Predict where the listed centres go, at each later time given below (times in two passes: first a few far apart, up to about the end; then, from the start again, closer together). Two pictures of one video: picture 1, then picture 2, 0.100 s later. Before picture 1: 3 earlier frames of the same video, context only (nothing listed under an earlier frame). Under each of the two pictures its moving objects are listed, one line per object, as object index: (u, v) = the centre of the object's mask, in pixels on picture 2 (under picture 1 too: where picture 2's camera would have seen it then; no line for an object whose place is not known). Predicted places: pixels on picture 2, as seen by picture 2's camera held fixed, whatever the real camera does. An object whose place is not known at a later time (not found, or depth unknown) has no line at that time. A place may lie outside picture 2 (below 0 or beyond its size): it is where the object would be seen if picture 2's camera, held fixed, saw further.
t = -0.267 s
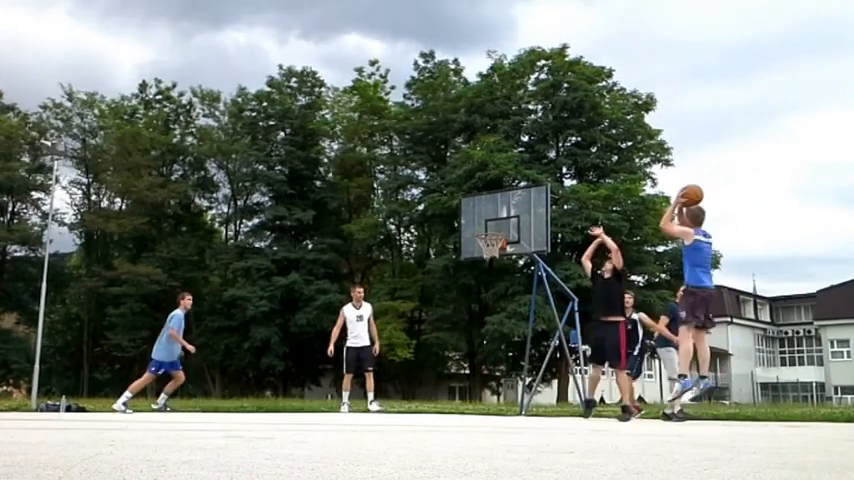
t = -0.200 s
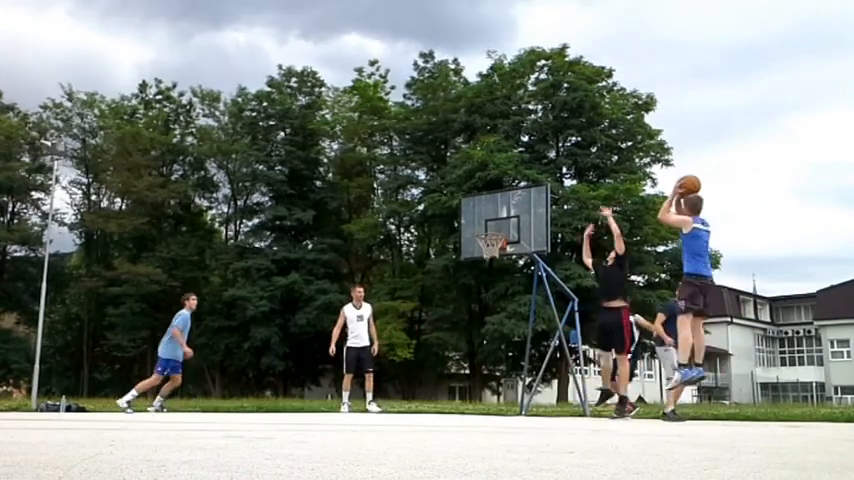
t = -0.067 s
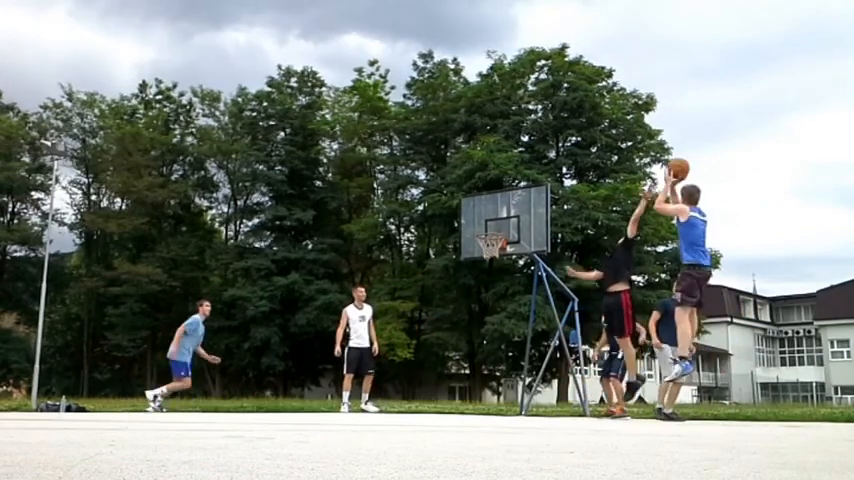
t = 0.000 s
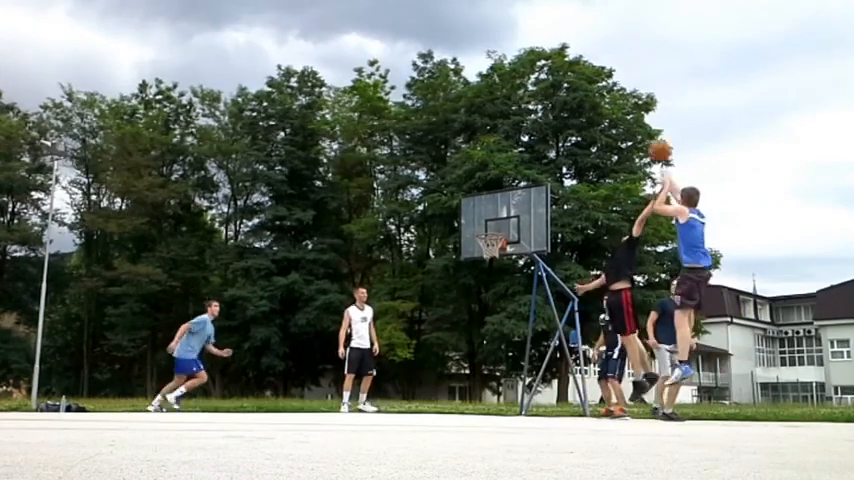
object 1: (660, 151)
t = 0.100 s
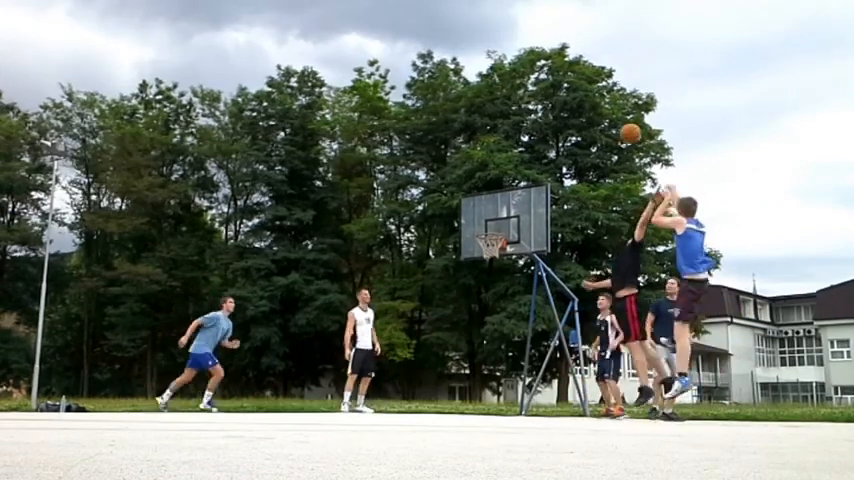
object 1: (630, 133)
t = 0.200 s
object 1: (605, 125)
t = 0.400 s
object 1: (563, 130)
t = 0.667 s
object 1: (520, 173)
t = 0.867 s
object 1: (495, 226)
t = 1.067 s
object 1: (489, 248)
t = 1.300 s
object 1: (492, 251)
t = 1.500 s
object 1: (491, 260)
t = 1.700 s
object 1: (489, 287)
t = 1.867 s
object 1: (488, 327)
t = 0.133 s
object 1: (622, 129)
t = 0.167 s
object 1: (612, 127)
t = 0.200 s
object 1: (605, 125)
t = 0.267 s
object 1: (590, 124)
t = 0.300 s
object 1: (583, 125)
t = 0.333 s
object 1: (576, 125)
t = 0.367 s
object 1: (569, 128)
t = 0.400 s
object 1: (563, 130)
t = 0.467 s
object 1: (551, 138)
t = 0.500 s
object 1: (546, 143)
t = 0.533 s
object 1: (541, 148)
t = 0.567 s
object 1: (535, 153)
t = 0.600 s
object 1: (530, 160)
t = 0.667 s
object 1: (520, 173)
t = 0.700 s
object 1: (516, 181)
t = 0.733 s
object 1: (512, 189)
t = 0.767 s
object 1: (507, 198)
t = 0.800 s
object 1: (503, 206)
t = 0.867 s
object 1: (495, 226)
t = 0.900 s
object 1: (491, 233)
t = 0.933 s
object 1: (488, 244)
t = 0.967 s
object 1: (487, 246)
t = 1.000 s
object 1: (488, 246)
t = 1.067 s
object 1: (489, 248)
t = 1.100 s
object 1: (487, 249)
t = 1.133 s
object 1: (488, 249)
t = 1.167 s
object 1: (489, 251)
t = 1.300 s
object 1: (492, 251)
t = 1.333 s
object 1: (492, 252)
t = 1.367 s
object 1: (492, 255)
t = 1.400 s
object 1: (493, 256)
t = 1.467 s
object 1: (492, 259)
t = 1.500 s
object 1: (491, 260)
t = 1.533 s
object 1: (491, 262)
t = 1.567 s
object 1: (490, 266)
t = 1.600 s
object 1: (490, 270)
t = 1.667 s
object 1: (489, 281)
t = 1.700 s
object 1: (489, 287)
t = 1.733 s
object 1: (489, 294)
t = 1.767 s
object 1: (489, 301)
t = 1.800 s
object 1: (488, 309)
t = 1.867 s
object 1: (488, 327)
